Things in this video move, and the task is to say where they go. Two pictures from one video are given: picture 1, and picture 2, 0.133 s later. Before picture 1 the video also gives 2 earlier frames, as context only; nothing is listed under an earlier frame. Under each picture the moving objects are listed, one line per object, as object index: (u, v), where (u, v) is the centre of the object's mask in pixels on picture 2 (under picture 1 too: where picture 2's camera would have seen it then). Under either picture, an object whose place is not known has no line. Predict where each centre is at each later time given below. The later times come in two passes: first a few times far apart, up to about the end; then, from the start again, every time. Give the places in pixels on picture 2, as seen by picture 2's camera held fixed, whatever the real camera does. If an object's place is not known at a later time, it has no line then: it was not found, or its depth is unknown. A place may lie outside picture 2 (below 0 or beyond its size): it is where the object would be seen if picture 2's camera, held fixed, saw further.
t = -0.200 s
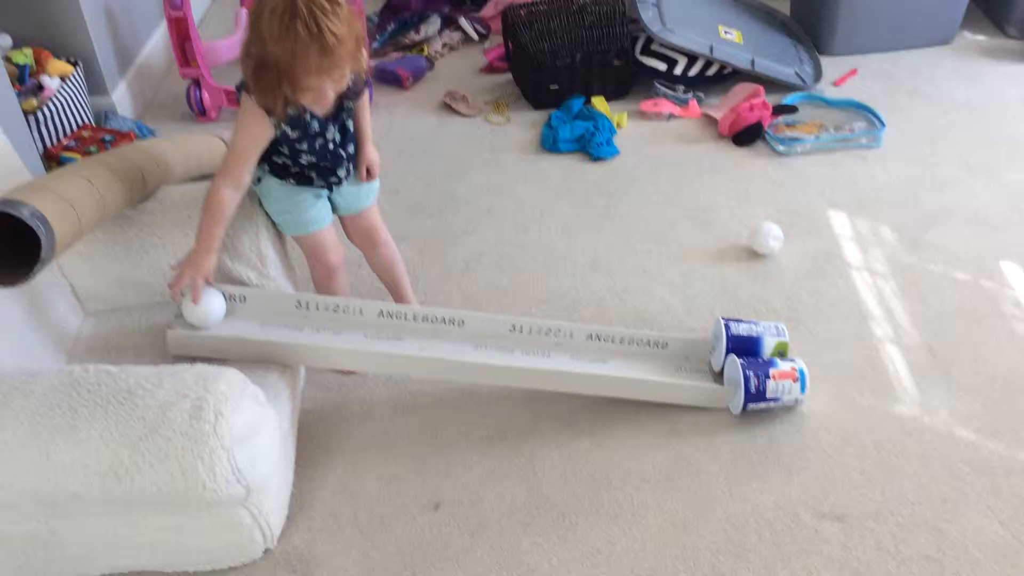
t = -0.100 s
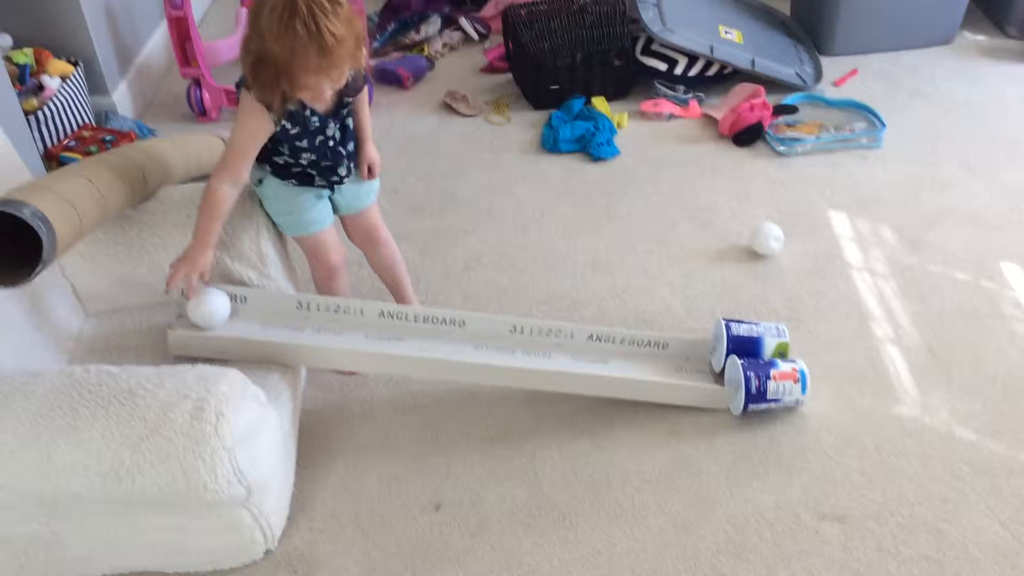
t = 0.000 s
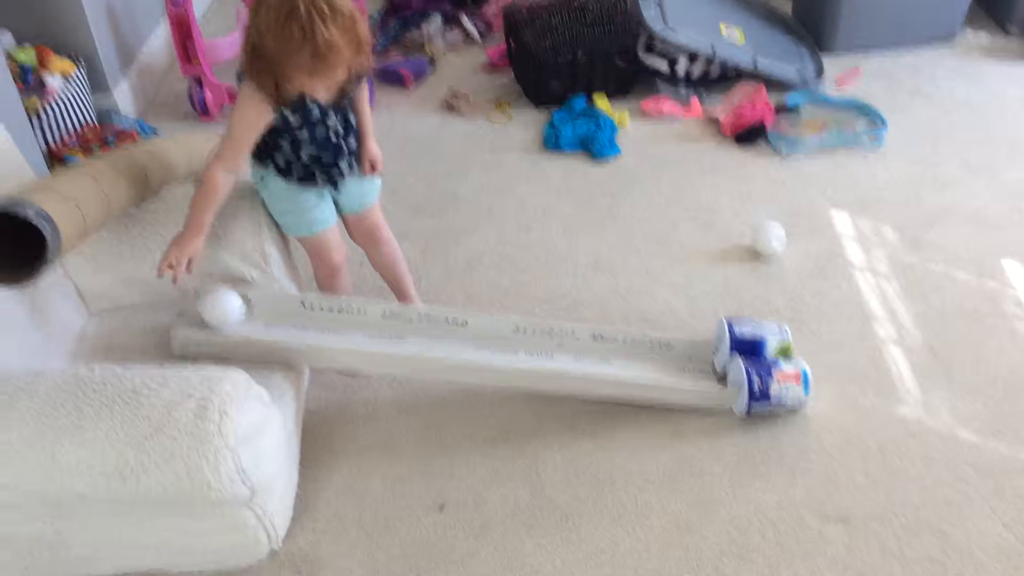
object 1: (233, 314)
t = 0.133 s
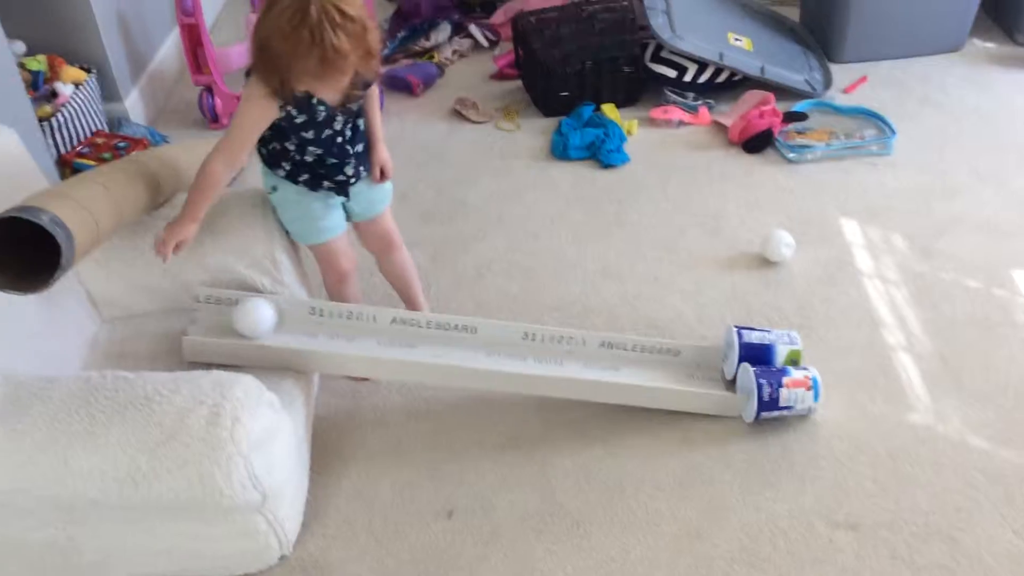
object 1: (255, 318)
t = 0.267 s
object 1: (283, 320)
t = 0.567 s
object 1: (385, 332)
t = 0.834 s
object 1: (471, 342)
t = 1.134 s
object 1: (574, 353)
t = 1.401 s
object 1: (706, 367)
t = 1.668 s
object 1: (737, 369)
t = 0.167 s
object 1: (261, 318)
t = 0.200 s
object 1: (268, 318)
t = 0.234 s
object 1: (276, 319)
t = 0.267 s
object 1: (283, 320)
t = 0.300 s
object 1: (292, 322)
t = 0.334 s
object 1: (301, 323)
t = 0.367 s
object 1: (311, 324)
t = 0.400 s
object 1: (322, 325)
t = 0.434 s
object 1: (334, 326)
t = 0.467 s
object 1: (347, 328)
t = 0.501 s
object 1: (359, 328)
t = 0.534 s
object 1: (373, 331)
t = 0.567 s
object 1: (385, 332)
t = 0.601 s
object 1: (398, 333)
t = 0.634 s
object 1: (411, 335)
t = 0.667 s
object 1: (423, 337)
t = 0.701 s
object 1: (434, 338)
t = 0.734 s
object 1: (444, 339)
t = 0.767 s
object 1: (453, 340)
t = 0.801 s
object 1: (462, 341)
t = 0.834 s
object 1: (471, 342)
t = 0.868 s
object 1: (480, 343)
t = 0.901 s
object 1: (490, 344)
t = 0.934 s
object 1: (500, 344)
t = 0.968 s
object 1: (513, 346)
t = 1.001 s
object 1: (522, 347)
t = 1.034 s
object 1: (532, 348)
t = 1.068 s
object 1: (544, 350)
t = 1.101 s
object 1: (558, 351)
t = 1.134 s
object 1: (574, 353)
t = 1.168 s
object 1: (589, 355)
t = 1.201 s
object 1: (605, 356)
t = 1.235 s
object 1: (620, 358)
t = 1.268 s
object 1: (637, 360)
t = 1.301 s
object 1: (652, 362)
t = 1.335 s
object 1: (670, 364)
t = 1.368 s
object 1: (688, 366)
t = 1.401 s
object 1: (706, 367)
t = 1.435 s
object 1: (718, 369)
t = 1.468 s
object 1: (724, 370)
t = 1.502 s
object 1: (726, 370)
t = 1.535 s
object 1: (729, 370)
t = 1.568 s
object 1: (732, 370)
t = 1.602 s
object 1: (734, 369)
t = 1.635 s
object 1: (735, 369)
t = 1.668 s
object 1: (737, 369)
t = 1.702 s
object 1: (738, 369)
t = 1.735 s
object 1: (739, 370)
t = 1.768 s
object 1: (740, 371)
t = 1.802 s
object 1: (740, 372)
